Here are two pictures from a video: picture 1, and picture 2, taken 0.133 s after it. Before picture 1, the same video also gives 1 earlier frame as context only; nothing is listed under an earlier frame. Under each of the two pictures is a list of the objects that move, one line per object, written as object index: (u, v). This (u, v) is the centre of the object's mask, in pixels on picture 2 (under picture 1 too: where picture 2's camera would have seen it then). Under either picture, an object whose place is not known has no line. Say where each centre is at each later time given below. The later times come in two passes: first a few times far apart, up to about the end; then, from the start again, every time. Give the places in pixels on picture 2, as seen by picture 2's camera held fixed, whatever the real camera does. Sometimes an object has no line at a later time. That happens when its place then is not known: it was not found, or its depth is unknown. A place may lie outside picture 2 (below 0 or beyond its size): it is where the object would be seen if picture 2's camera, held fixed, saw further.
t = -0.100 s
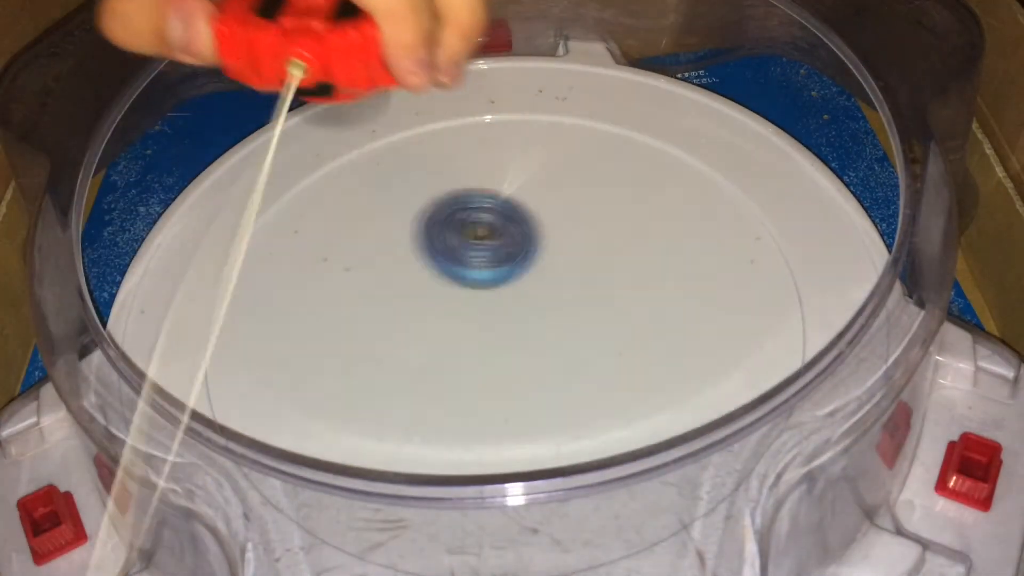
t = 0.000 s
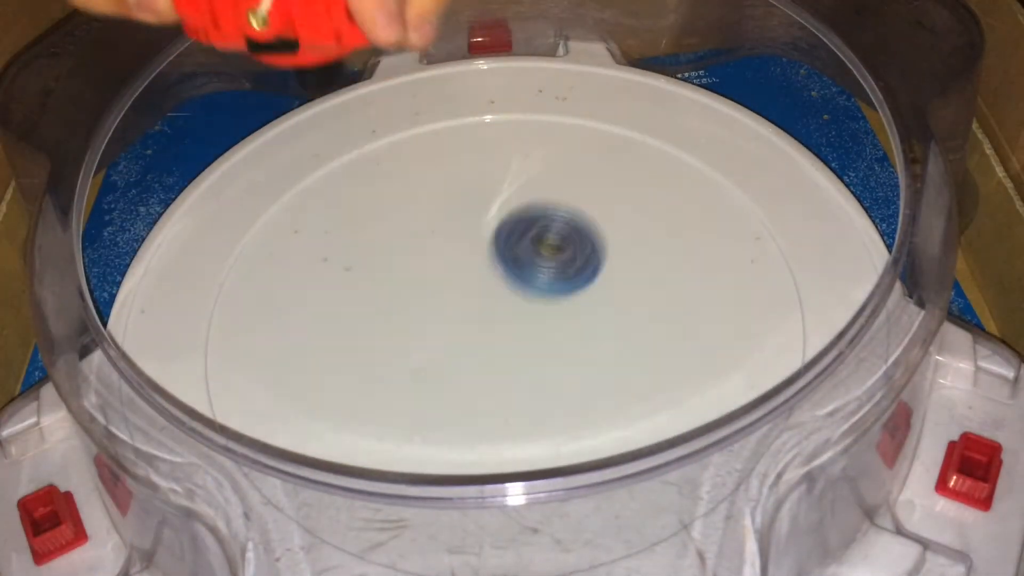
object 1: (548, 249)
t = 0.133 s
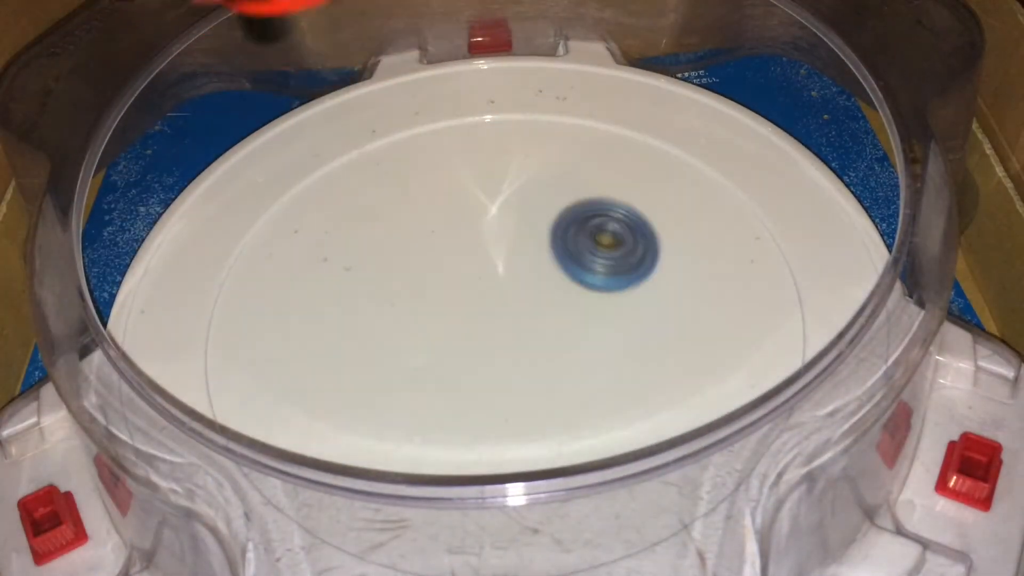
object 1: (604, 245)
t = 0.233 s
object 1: (613, 228)
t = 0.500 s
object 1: (581, 193)
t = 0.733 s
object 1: (564, 193)
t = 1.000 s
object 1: (544, 229)
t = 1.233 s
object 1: (534, 280)
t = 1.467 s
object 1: (525, 332)
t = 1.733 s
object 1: (514, 374)
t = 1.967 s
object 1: (500, 384)
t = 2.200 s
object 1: (487, 369)
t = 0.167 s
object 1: (611, 240)
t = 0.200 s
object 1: (614, 235)
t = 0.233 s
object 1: (613, 228)
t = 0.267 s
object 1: (611, 221)
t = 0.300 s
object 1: (606, 215)
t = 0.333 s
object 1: (601, 210)
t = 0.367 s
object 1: (597, 206)
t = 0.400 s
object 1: (592, 202)
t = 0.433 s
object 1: (588, 198)
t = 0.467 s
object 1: (584, 195)
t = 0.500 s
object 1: (581, 193)
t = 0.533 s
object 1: (578, 191)
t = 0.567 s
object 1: (575, 190)
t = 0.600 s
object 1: (572, 190)
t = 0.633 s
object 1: (570, 190)
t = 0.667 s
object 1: (568, 191)
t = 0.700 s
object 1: (566, 192)
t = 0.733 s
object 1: (564, 193)
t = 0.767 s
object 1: (561, 195)
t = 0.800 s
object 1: (559, 198)
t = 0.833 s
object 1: (556, 201)
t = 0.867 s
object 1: (553, 206)
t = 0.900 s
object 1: (550, 211)
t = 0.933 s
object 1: (548, 216)
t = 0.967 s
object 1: (546, 222)
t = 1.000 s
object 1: (544, 229)
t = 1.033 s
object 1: (542, 236)
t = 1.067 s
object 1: (540, 243)
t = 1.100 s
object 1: (539, 250)
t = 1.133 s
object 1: (538, 258)
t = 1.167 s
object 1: (537, 265)
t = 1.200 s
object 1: (535, 273)
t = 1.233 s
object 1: (534, 280)
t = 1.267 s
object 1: (533, 288)
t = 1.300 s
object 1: (531, 296)
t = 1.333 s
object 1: (530, 303)
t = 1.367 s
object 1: (529, 310)
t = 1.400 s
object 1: (528, 318)
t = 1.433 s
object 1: (526, 325)
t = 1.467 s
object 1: (525, 332)
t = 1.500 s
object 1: (523, 338)
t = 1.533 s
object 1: (522, 345)
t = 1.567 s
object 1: (520, 351)
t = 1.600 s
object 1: (519, 357)
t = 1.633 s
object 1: (518, 362)
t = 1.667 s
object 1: (517, 366)
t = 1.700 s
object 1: (515, 370)
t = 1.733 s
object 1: (514, 374)
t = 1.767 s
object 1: (512, 377)
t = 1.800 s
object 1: (511, 379)
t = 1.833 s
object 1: (509, 381)
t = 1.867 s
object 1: (507, 382)
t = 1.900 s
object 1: (505, 383)
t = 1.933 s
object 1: (503, 384)
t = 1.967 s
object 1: (500, 384)
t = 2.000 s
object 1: (498, 383)
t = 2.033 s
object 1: (496, 382)
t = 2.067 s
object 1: (494, 380)
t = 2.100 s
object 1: (492, 378)
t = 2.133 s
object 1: (491, 375)
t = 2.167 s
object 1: (489, 372)
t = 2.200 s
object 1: (487, 369)
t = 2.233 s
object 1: (485, 365)
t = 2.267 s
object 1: (483, 361)
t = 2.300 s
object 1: (481, 356)
